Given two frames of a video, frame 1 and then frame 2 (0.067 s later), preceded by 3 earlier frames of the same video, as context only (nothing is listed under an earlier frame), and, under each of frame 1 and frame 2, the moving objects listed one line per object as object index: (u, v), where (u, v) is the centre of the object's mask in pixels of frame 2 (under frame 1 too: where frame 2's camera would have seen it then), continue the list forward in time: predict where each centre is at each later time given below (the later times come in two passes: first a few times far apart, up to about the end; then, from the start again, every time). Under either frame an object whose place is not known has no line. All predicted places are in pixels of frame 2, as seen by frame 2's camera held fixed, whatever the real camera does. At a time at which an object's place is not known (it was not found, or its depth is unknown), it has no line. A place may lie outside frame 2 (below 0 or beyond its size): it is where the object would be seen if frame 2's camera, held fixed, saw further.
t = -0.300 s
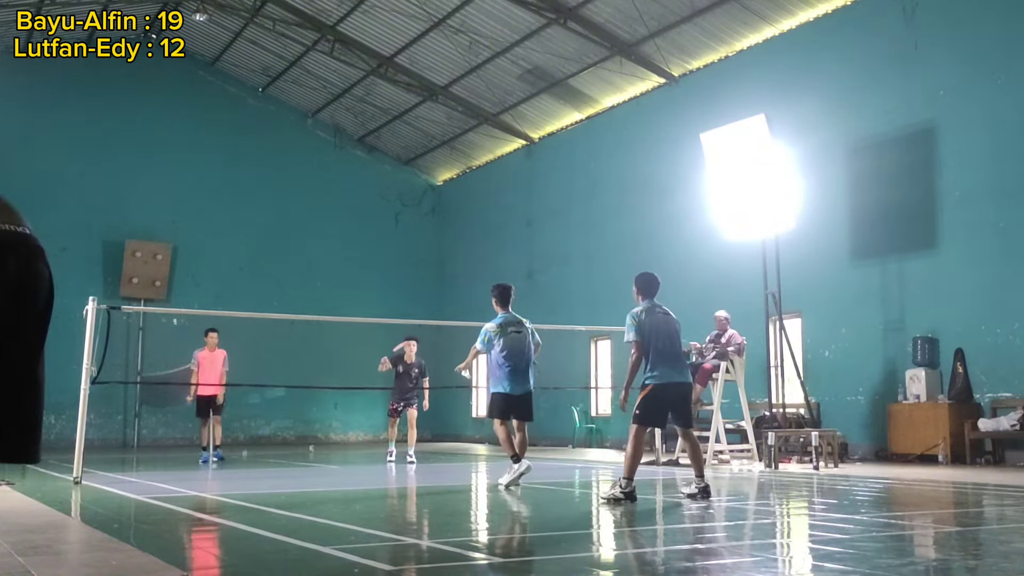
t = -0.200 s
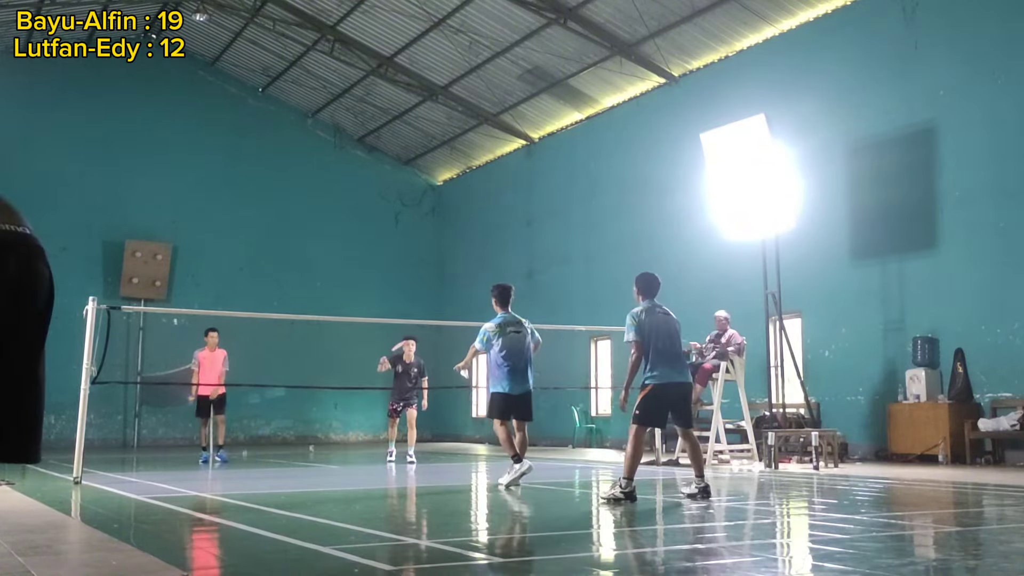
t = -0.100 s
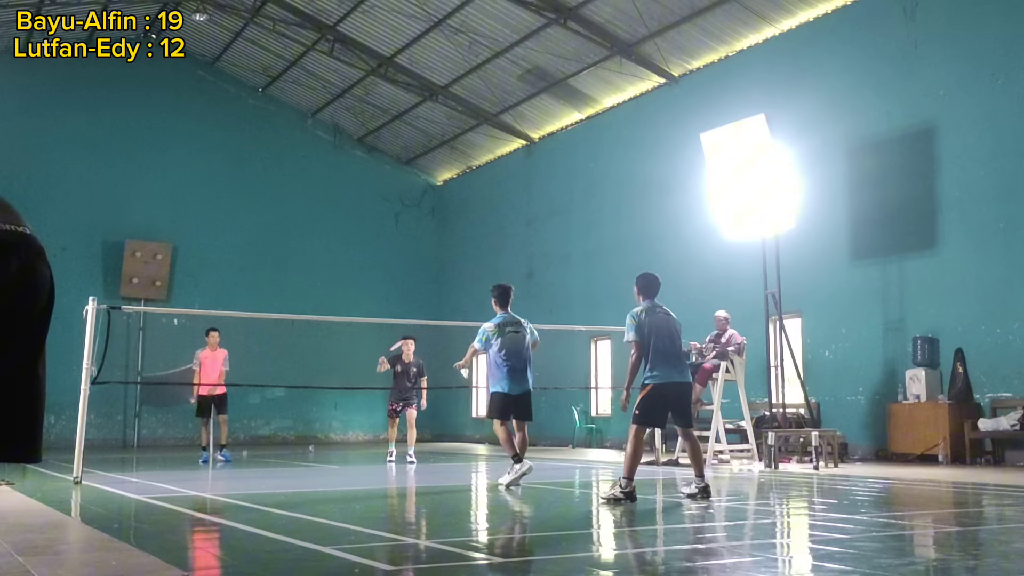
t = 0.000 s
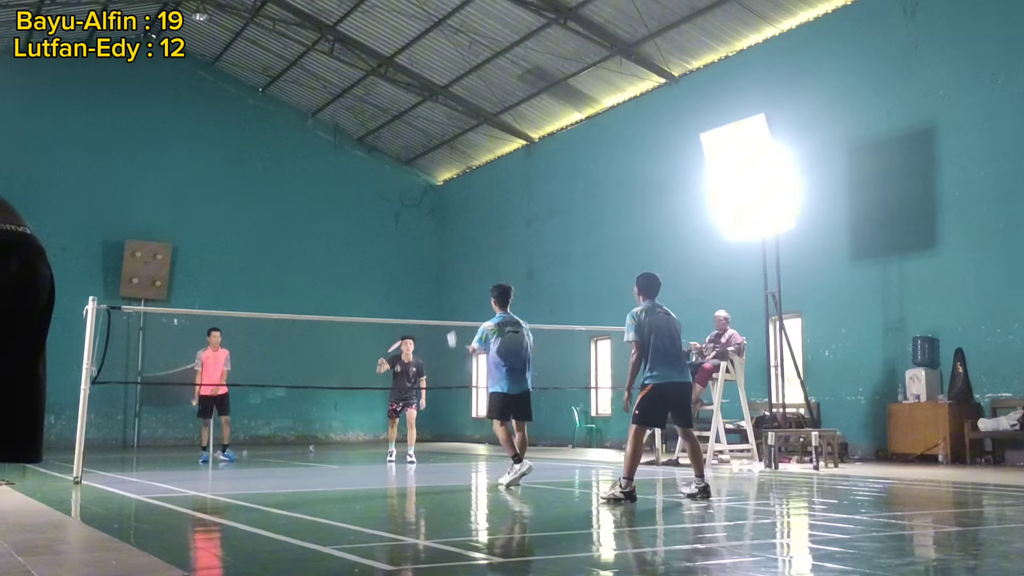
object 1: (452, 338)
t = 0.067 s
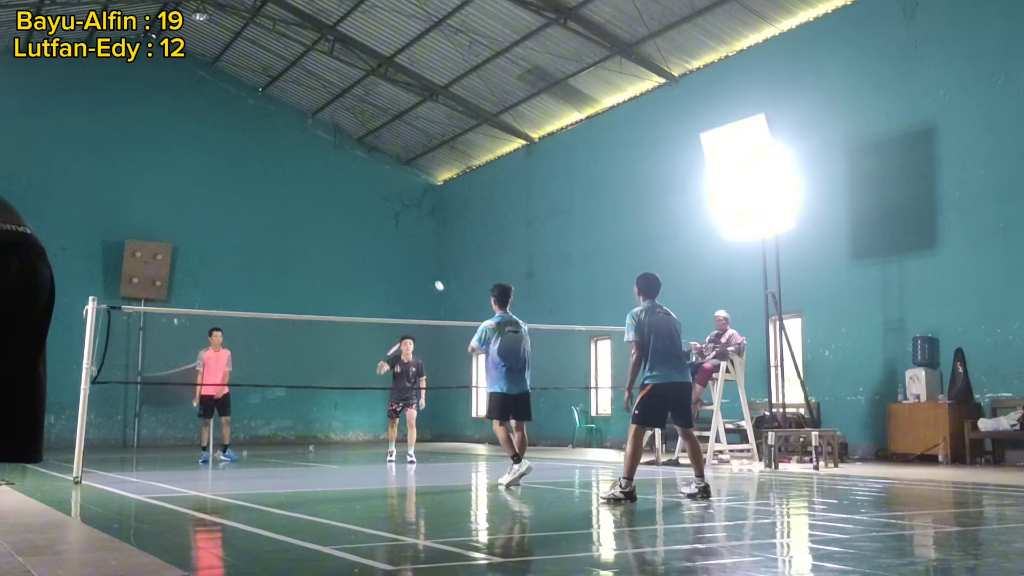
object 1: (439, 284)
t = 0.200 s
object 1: (418, 236)
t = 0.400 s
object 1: (401, 215)
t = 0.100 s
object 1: (431, 270)
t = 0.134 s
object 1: (426, 256)
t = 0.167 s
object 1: (422, 245)
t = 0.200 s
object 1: (418, 236)
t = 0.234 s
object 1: (414, 230)
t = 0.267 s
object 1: (411, 225)
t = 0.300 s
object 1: (408, 221)
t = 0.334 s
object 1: (405, 218)
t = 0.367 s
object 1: (403, 216)
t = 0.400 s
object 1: (401, 215)
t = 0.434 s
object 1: (399, 215)
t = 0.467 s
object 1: (397, 216)
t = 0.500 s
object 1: (396, 217)
